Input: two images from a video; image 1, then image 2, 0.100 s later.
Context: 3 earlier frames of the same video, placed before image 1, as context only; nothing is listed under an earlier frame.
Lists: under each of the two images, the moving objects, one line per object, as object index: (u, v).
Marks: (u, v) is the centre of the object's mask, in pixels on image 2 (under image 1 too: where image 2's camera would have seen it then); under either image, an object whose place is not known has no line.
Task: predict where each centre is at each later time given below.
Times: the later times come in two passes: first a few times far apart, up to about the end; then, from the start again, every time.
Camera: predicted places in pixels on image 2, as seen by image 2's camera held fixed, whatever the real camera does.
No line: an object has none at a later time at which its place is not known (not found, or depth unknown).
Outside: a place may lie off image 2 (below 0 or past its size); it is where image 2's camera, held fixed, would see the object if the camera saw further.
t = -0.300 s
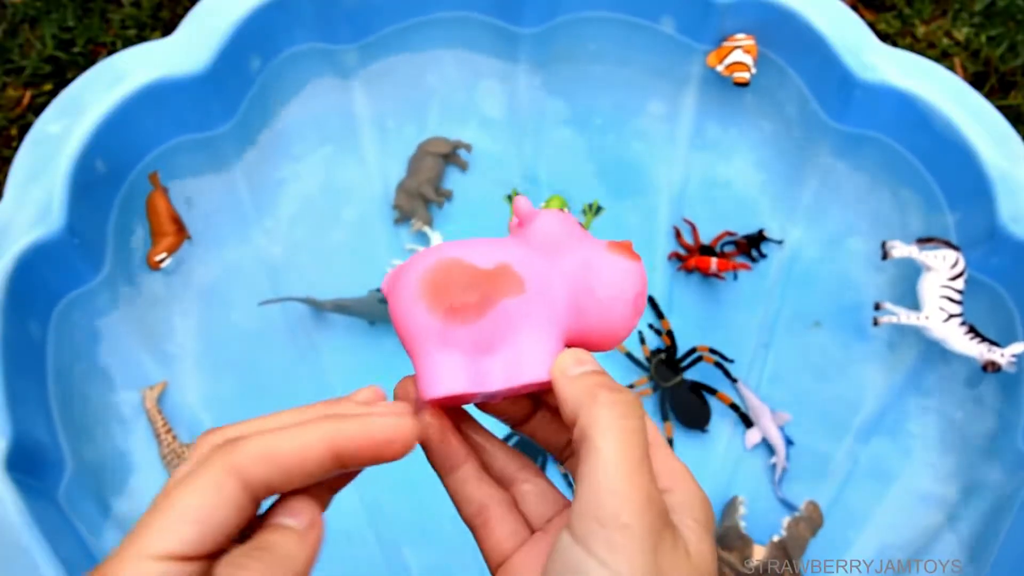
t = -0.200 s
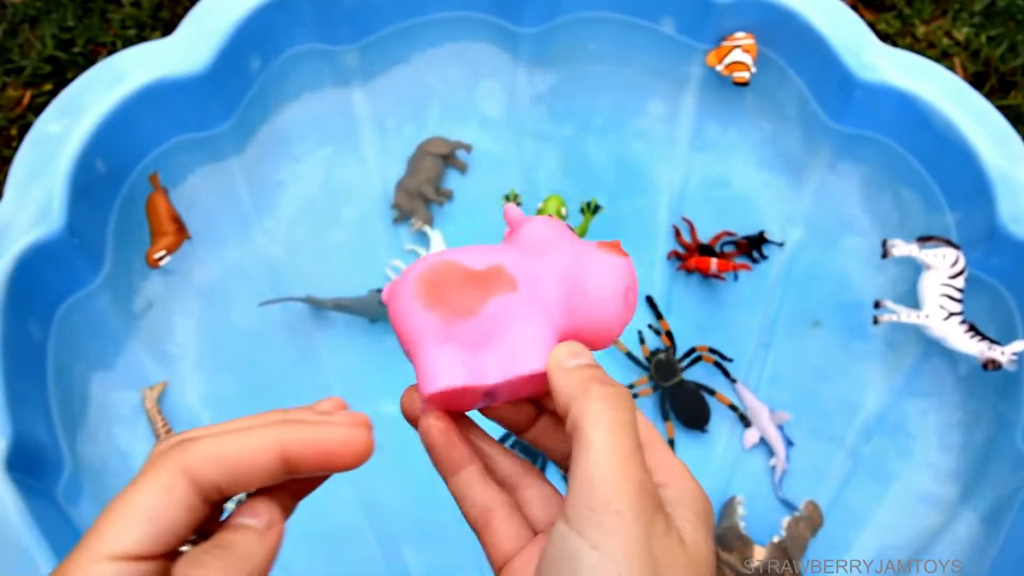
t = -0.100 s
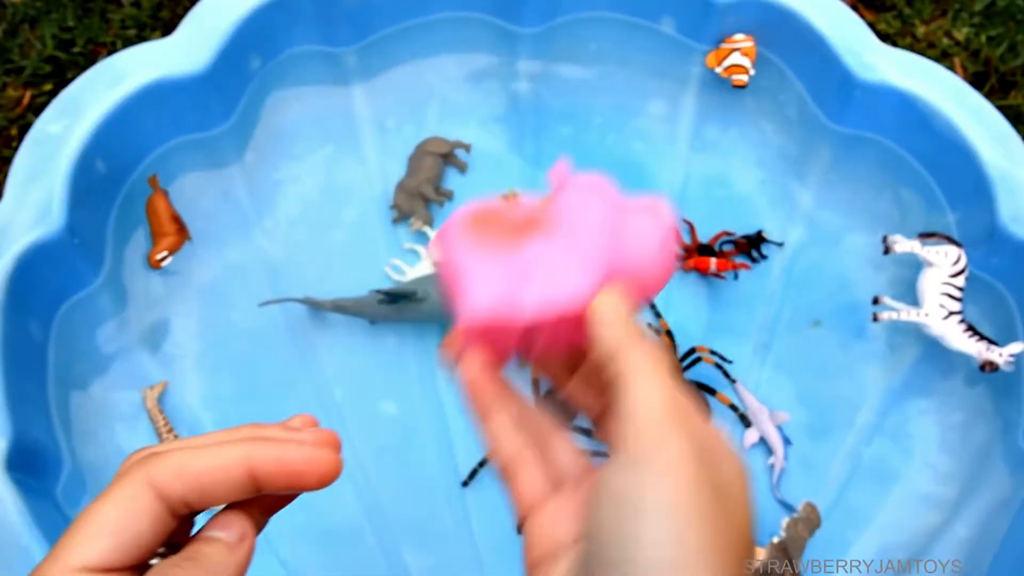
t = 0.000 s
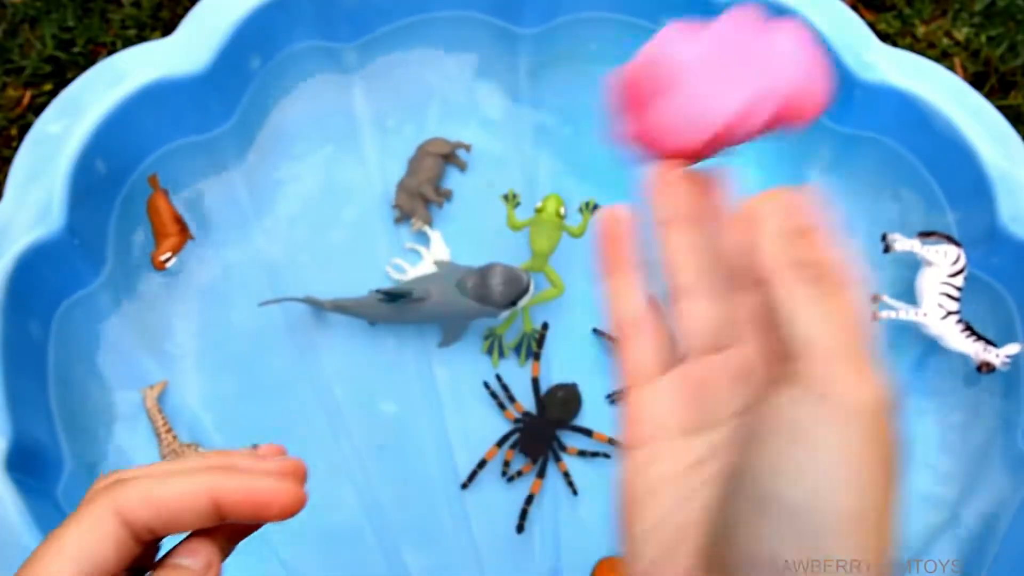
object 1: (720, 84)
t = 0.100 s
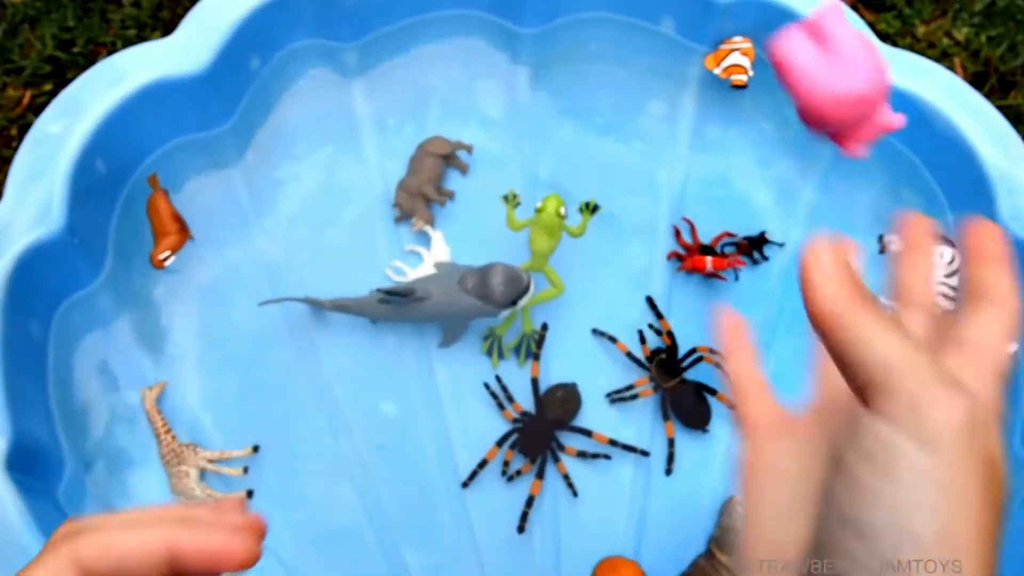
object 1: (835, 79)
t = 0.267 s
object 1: (823, 264)
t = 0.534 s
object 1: (806, 298)
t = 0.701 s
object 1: (800, 311)
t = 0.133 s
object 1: (849, 107)
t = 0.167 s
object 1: (852, 143)
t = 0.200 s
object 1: (845, 182)
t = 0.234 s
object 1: (834, 224)
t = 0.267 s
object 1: (823, 264)
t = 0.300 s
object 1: (812, 296)
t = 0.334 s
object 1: (806, 311)
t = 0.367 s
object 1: (789, 327)
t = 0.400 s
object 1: (788, 329)
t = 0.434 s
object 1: (796, 321)
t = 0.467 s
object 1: (799, 315)
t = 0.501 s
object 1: (802, 308)
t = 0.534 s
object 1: (806, 298)
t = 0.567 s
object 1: (807, 297)
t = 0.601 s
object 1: (808, 296)
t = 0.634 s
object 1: (807, 300)
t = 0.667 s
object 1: (804, 305)
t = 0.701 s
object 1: (800, 311)
